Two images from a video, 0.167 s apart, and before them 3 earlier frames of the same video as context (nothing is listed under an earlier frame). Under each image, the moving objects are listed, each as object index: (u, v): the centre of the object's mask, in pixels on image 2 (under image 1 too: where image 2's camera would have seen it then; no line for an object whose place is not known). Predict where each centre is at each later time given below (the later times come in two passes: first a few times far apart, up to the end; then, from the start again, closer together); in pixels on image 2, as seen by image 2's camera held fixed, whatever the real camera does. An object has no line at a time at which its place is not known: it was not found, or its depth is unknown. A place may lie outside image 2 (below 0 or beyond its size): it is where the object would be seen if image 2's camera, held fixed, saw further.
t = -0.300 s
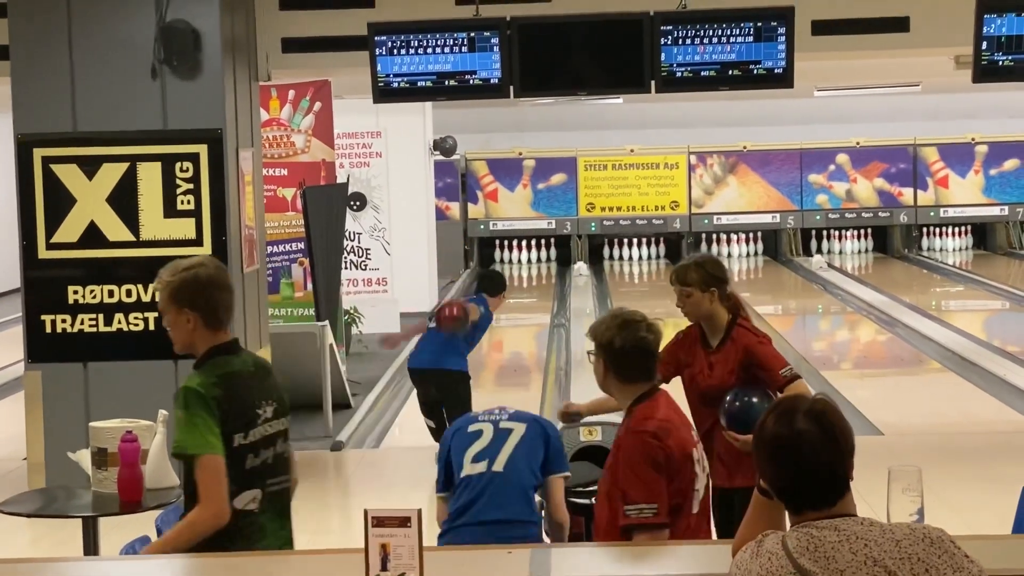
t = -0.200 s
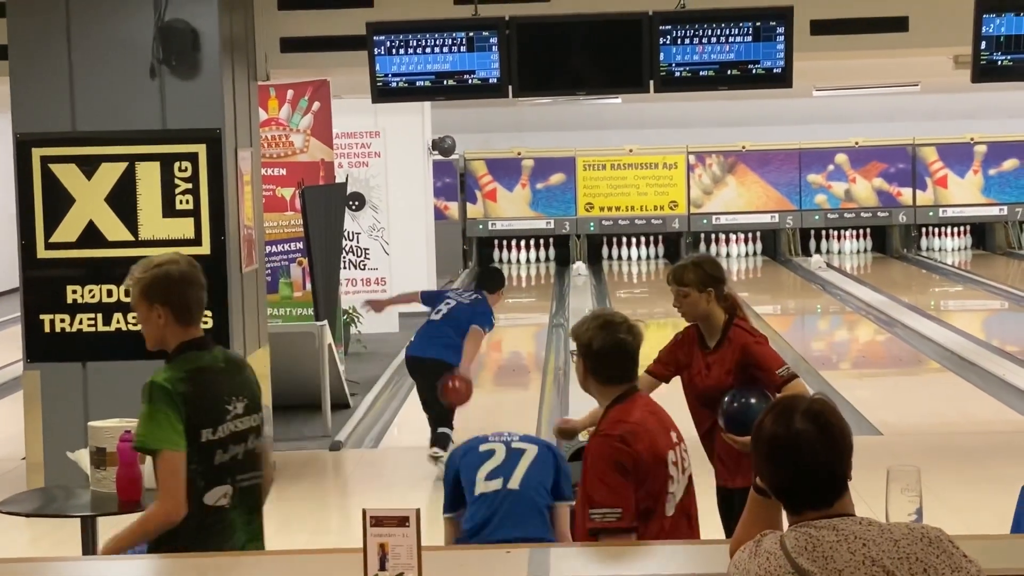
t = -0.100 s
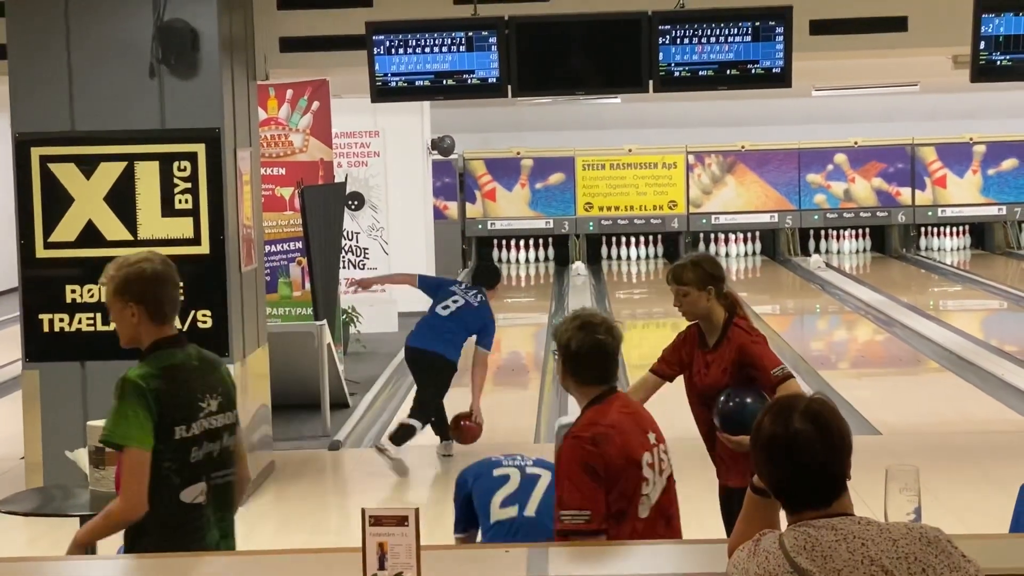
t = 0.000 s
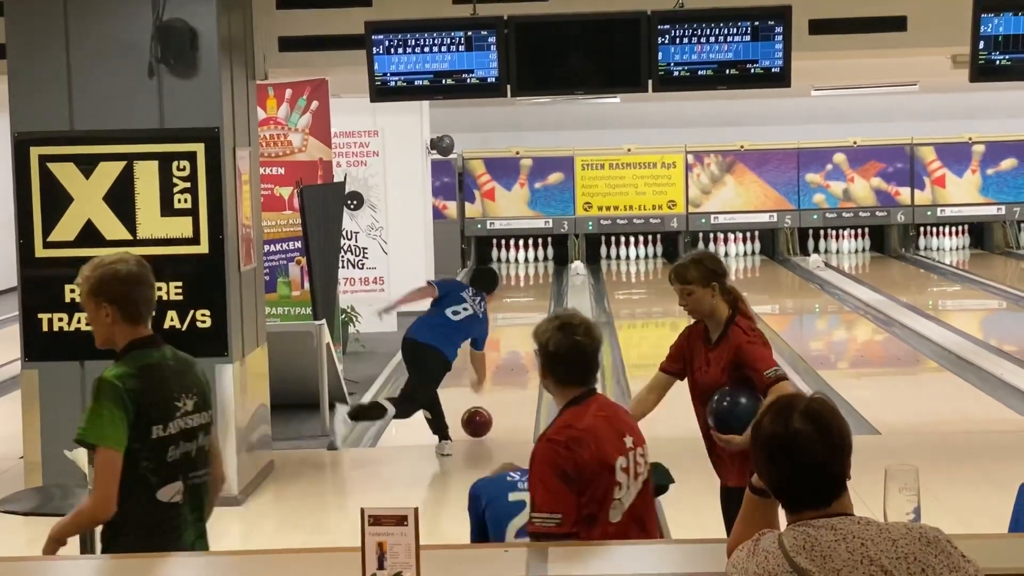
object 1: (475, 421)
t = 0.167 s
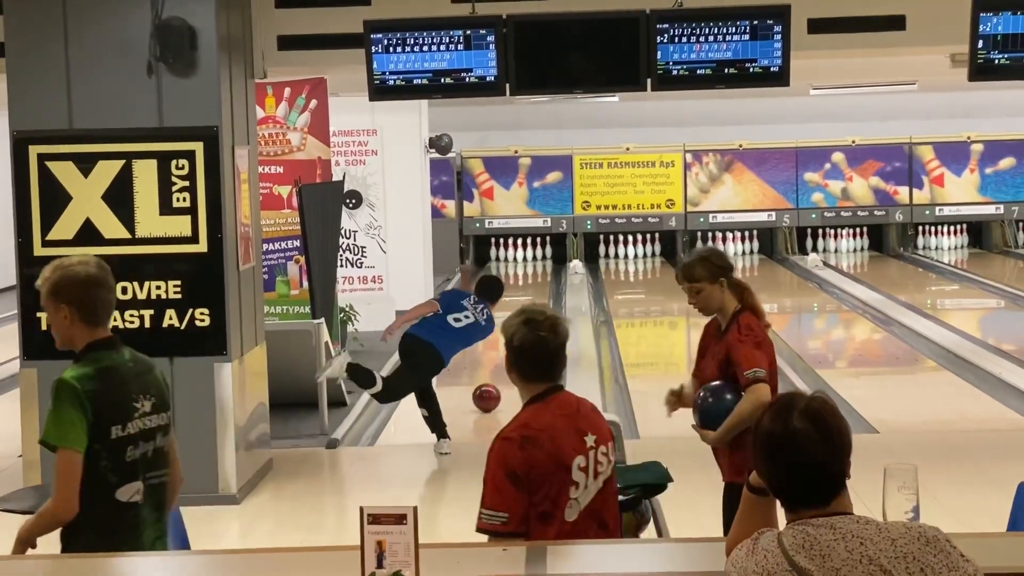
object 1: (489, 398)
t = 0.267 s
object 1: (490, 386)
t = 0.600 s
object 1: (514, 349)
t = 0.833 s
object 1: (514, 329)
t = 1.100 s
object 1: (520, 311)
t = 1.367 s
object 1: (524, 297)
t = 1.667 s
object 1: (528, 282)
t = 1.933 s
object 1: (529, 273)
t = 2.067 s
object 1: (528, 268)
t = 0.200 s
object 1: (492, 393)
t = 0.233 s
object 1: (490, 389)
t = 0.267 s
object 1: (490, 386)
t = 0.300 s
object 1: (488, 383)
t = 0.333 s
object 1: (487, 383)
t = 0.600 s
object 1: (514, 349)
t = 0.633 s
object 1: (512, 346)
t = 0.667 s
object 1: (511, 343)
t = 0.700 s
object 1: (511, 340)
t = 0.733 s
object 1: (511, 337)
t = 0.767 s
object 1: (512, 334)
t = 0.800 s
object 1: (513, 332)
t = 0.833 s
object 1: (514, 329)
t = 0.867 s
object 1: (515, 327)
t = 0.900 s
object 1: (516, 324)
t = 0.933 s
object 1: (517, 322)
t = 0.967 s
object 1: (517, 320)
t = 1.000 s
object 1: (518, 317)
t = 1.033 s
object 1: (519, 315)
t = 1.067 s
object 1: (519, 313)
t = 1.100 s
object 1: (520, 311)
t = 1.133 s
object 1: (521, 309)
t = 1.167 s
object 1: (522, 307)
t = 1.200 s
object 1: (522, 305)
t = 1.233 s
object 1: (523, 303)
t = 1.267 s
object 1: (523, 302)
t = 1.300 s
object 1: (523, 300)
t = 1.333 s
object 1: (524, 298)
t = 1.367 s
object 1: (524, 297)
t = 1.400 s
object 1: (525, 295)
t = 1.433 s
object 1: (525, 293)
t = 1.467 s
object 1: (526, 292)
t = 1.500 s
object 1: (526, 290)
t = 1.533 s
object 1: (527, 289)
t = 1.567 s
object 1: (527, 287)
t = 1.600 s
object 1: (527, 285)
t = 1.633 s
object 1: (527, 284)
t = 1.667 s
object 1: (528, 282)
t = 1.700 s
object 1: (528, 281)
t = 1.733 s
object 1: (528, 280)
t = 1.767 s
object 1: (528, 278)
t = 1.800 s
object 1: (528, 277)
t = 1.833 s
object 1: (529, 276)
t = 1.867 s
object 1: (529, 275)
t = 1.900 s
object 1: (529, 274)
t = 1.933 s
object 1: (529, 273)
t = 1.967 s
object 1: (528, 272)
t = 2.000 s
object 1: (528, 270)
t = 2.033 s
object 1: (528, 269)
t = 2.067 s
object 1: (528, 268)
